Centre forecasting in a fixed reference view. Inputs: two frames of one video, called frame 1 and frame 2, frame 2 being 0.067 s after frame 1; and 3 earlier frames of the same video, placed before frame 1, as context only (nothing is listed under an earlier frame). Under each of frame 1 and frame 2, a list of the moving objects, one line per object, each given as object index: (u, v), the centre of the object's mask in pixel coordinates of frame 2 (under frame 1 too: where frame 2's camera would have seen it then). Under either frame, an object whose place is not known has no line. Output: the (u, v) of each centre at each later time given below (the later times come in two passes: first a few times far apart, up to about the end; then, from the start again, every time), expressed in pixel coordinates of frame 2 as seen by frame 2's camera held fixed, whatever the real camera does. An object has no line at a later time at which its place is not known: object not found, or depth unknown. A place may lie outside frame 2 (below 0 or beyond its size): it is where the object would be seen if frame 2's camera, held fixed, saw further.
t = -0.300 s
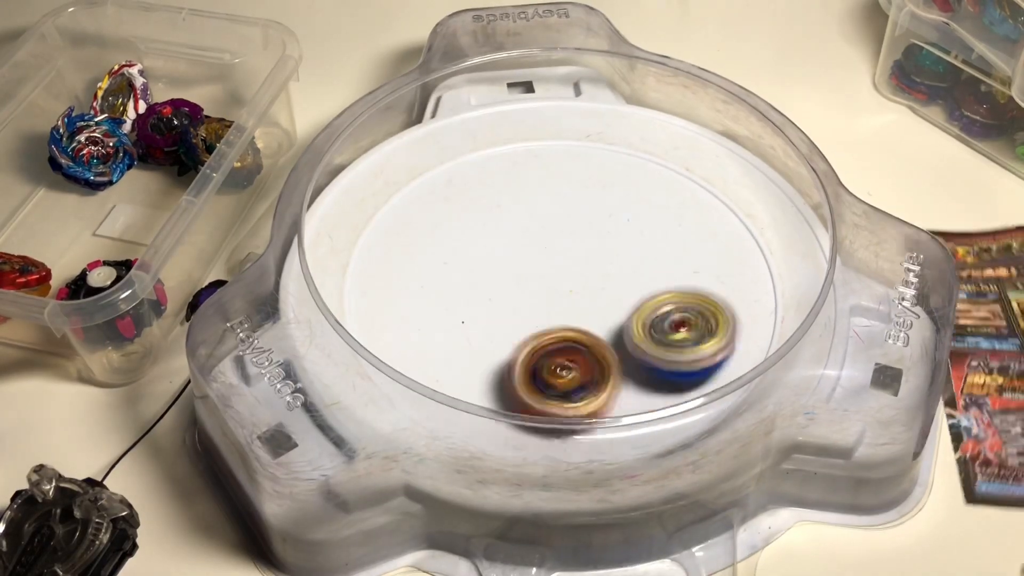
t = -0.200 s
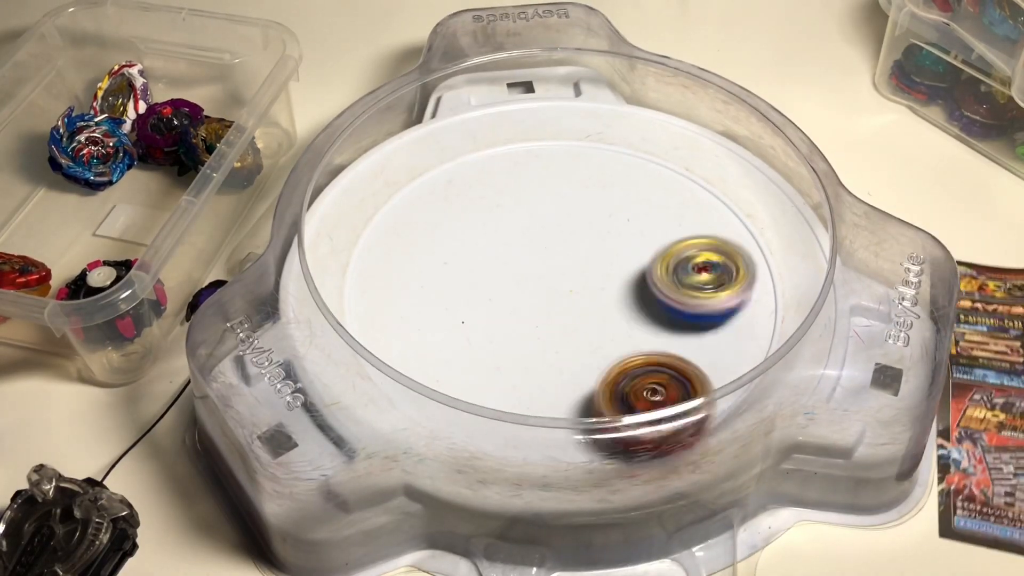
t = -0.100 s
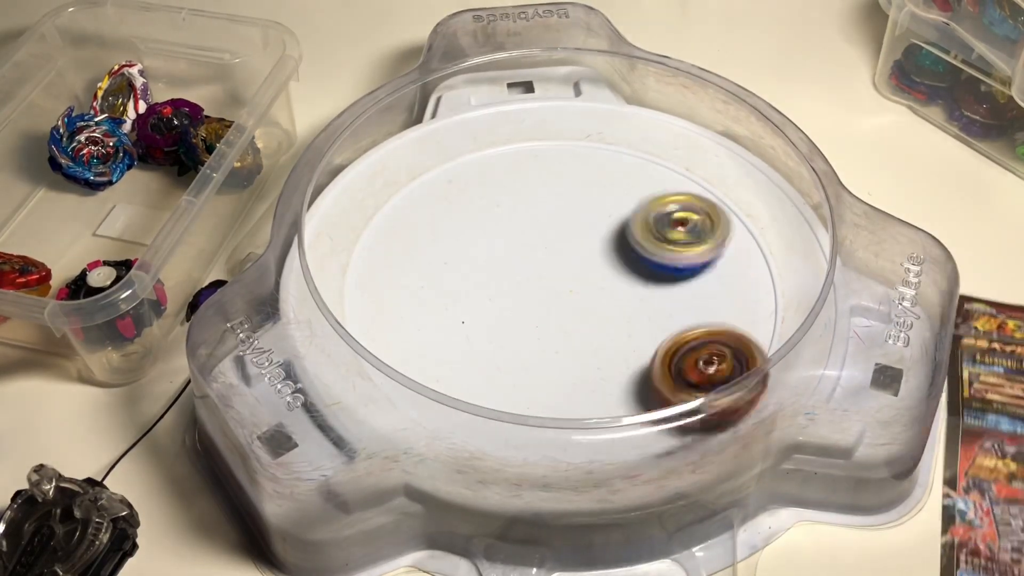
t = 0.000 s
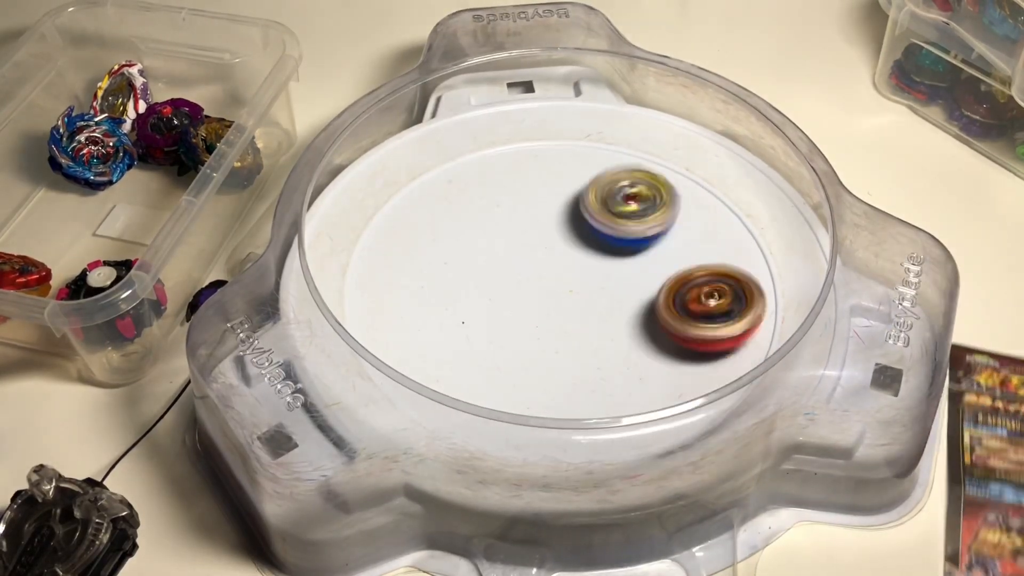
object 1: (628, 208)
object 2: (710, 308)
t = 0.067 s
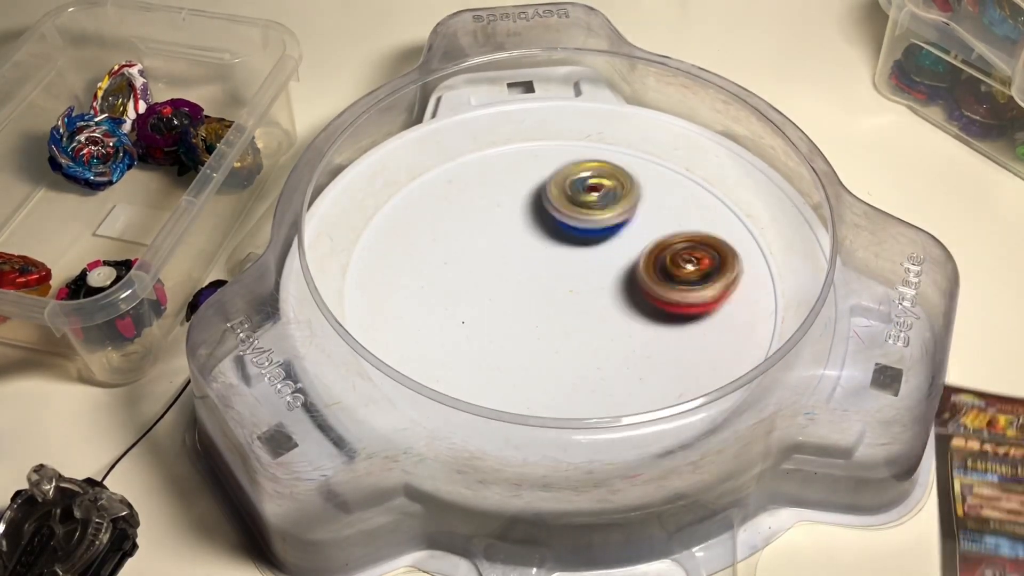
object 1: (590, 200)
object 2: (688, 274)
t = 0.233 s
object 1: (495, 205)
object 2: (582, 243)
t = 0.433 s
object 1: (390, 235)
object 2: (563, 315)
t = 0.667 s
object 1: (408, 328)
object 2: (609, 332)
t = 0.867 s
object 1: (535, 356)
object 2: (607, 301)
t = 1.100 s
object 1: (629, 318)
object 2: (566, 252)
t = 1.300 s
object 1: (635, 243)
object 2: (511, 263)
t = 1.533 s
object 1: (538, 205)
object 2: (527, 291)
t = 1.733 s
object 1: (464, 239)
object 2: (564, 286)
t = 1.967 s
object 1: (499, 312)
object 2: (568, 256)
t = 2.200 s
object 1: (616, 306)
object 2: (545, 246)
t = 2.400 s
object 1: (643, 241)
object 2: (543, 262)
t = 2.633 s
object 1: (567, 197)
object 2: (559, 280)
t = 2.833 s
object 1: (501, 236)
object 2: (586, 289)
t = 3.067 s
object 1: (516, 311)
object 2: (615, 280)
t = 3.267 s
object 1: (566, 343)
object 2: (632, 246)
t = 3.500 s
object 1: (578, 298)
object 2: (595, 215)
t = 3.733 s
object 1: (499, 302)
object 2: (540, 209)
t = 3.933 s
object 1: (506, 321)
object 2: (521, 243)
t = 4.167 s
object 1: (538, 378)
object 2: (568, 255)
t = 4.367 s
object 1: (603, 354)
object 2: (600, 266)
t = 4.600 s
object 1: (580, 307)
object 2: (616, 230)
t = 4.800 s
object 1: (518, 278)
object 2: (599, 219)
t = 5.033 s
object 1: (455, 272)
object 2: (573, 242)
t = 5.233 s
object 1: (470, 284)
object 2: (577, 277)
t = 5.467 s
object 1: (484, 281)
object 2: (598, 307)
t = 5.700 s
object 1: (512, 255)
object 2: (597, 320)
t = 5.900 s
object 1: (540, 222)
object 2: (581, 320)
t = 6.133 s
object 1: (549, 217)
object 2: (555, 306)
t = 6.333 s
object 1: (597, 202)
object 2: (494, 327)
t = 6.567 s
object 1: (643, 208)
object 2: (496, 319)
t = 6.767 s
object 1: (643, 246)
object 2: (515, 294)
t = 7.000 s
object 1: (626, 280)
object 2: (488, 240)
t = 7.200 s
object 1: (588, 278)
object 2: (459, 211)
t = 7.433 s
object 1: (568, 249)
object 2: (475, 213)
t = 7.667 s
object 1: (642, 261)
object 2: (511, 218)
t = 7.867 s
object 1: (655, 268)
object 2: (563, 235)
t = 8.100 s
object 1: (634, 306)
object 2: (571, 248)
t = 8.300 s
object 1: (547, 330)
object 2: (552, 250)
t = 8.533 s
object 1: (451, 304)
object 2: (539, 265)
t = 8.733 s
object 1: (448, 273)
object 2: (545, 283)
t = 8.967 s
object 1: (496, 232)
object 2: (570, 296)
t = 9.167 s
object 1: (529, 200)
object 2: (588, 295)
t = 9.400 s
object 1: (535, 197)
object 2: (594, 282)
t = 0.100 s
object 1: (572, 196)
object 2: (671, 261)
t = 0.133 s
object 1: (551, 196)
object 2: (652, 252)
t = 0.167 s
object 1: (534, 197)
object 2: (629, 245)
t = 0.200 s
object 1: (513, 201)
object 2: (605, 243)
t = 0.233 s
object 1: (495, 205)
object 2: (582, 243)
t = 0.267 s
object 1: (467, 204)
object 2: (578, 254)
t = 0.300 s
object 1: (443, 207)
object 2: (572, 266)
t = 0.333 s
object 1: (429, 211)
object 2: (568, 279)
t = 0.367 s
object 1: (415, 217)
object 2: (562, 292)
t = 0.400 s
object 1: (399, 227)
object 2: (560, 305)
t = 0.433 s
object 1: (390, 235)
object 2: (563, 315)
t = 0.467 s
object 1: (381, 247)
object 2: (568, 323)
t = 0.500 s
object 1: (376, 259)
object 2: (575, 330)
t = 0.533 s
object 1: (372, 273)
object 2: (584, 334)
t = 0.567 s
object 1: (374, 288)
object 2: (592, 336)
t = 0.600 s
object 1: (382, 302)
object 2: (599, 336)
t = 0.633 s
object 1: (395, 316)
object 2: (605, 335)
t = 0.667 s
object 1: (408, 328)
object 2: (609, 332)
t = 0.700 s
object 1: (428, 339)
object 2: (612, 328)
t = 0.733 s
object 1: (447, 348)
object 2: (614, 324)
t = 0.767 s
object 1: (471, 353)
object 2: (614, 319)
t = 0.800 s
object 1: (491, 358)
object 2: (612, 314)
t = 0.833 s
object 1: (514, 359)
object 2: (609, 309)
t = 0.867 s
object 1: (535, 356)
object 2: (607, 301)
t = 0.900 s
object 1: (548, 355)
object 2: (609, 292)
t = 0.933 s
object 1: (563, 351)
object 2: (609, 281)
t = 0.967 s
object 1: (578, 347)
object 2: (605, 272)
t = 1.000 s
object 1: (593, 342)
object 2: (600, 264)
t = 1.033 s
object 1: (606, 336)
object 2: (592, 257)
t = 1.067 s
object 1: (619, 328)
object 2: (581, 254)
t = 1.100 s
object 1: (629, 318)
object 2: (566, 252)
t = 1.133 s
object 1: (639, 306)
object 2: (552, 251)
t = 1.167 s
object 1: (644, 294)
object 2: (539, 250)
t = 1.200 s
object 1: (646, 281)
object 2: (528, 252)
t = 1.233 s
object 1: (645, 268)
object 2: (521, 255)
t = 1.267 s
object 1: (642, 254)
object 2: (514, 258)
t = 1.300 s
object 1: (635, 243)
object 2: (511, 263)
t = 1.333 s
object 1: (624, 234)
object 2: (508, 268)
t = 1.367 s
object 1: (613, 225)
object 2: (508, 273)
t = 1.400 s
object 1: (600, 216)
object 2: (510, 278)
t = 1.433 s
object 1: (587, 210)
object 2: (512, 282)
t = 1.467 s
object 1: (570, 208)
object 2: (517, 286)
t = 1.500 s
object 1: (554, 205)
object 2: (521, 289)
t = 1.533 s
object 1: (538, 205)
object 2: (527, 291)
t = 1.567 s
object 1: (524, 206)
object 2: (532, 291)
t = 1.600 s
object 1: (509, 211)
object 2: (538, 292)
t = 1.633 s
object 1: (496, 218)
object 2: (544, 290)
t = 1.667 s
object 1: (485, 225)
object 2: (551, 290)
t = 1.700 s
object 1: (473, 232)
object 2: (559, 289)
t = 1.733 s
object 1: (464, 239)
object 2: (564, 286)
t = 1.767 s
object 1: (458, 248)
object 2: (568, 282)
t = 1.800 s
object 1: (455, 260)
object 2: (570, 278)
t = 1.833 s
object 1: (455, 272)
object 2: (571, 273)
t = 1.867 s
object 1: (460, 284)
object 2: (571, 269)
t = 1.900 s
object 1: (470, 296)
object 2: (570, 265)
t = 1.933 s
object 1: (483, 305)
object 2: (569, 260)
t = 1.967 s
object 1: (499, 312)
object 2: (568, 256)
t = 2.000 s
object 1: (517, 317)
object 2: (566, 251)
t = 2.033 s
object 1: (533, 321)
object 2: (564, 247)
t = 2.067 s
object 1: (551, 323)
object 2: (561, 243)
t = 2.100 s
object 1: (569, 323)
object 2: (557, 243)
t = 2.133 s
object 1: (586, 320)
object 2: (552, 243)
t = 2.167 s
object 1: (602, 314)
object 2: (548, 244)
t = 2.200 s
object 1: (616, 306)
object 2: (545, 246)
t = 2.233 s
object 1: (626, 299)
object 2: (542, 248)
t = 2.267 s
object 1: (636, 287)
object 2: (541, 251)
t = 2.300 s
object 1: (642, 276)
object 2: (539, 253)
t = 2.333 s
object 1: (646, 265)
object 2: (539, 256)
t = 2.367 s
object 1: (646, 253)
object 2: (540, 258)
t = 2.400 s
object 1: (643, 241)
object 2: (543, 262)
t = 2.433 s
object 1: (638, 231)
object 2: (543, 264)
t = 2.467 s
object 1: (632, 222)
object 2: (545, 267)
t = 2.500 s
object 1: (623, 213)
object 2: (547, 269)
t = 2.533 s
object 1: (610, 206)
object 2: (550, 271)
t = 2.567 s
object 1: (597, 201)
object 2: (552, 273)
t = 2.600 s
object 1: (582, 198)
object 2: (556, 276)
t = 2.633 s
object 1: (567, 197)
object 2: (559, 280)
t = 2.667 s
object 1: (552, 199)
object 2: (562, 282)
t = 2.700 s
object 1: (538, 203)
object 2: (567, 284)
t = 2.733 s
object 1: (526, 209)
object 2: (570, 285)
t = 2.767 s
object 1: (516, 218)
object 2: (575, 286)
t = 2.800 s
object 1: (509, 227)
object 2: (580, 288)
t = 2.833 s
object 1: (501, 236)
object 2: (586, 289)
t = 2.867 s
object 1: (496, 247)
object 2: (590, 290)
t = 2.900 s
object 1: (494, 258)
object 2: (594, 289)
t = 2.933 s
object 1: (495, 269)
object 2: (599, 289)
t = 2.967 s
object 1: (498, 281)
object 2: (604, 287)
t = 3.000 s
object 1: (503, 292)
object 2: (608, 285)
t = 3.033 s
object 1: (509, 302)
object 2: (611, 283)
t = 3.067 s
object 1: (516, 311)
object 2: (615, 280)
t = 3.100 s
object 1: (527, 319)
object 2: (617, 277)
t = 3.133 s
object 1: (540, 323)
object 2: (618, 273)
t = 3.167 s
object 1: (545, 331)
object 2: (623, 267)
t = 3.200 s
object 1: (548, 336)
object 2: (630, 258)
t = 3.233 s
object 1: (556, 341)
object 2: (632, 252)
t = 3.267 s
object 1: (566, 343)
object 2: (632, 246)
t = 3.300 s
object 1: (575, 341)
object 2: (629, 241)
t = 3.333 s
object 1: (583, 339)
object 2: (625, 236)
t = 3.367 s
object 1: (591, 330)
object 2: (620, 233)
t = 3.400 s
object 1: (594, 320)
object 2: (613, 230)
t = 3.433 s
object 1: (593, 309)
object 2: (607, 227)
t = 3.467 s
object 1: (586, 301)
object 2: (601, 224)
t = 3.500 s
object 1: (578, 298)
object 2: (595, 215)
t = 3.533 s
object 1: (568, 296)
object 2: (588, 209)
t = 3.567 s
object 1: (556, 293)
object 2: (581, 206)
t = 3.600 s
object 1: (543, 292)
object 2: (572, 203)
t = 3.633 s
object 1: (530, 292)
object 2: (564, 203)
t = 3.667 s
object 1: (518, 294)
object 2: (556, 204)
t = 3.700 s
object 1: (506, 298)
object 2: (547, 205)
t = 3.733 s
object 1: (499, 302)
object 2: (540, 209)
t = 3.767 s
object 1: (495, 307)
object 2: (534, 214)
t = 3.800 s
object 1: (495, 311)
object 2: (527, 220)
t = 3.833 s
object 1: (495, 313)
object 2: (523, 226)
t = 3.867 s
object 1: (499, 315)
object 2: (521, 233)
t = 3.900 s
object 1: (503, 316)
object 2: (520, 238)
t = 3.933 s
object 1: (506, 321)
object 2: (521, 243)
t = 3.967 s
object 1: (504, 334)
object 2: (530, 244)
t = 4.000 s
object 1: (504, 346)
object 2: (537, 242)
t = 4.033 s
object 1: (508, 354)
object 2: (544, 243)
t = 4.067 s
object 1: (511, 363)
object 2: (551, 247)
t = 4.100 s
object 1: (518, 369)
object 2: (558, 250)
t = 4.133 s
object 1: (528, 374)
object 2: (563, 253)
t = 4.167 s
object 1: (538, 378)
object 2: (568, 255)
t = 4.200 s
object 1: (552, 381)
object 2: (575, 258)
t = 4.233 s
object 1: (566, 380)
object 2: (581, 260)
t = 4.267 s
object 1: (580, 377)
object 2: (586, 263)
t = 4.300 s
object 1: (590, 372)
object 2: (591, 264)
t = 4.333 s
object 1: (597, 365)
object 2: (596, 265)
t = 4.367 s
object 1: (603, 354)
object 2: (600, 266)
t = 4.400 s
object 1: (606, 344)
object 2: (604, 263)
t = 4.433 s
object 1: (604, 340)
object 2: (609, 258)
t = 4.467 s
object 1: (602, 338)
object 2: (613, 250)
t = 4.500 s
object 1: (599, 332)
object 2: (617, 244)
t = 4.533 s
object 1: (596, 324)
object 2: (619, 238)
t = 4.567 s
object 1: (588, 314)
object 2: (618, 234)
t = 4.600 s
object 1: (580, 307)
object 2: (616, 230)
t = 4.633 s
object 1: (573, 299)
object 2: (614, 228)
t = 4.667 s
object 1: (561, 294)
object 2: (612, 225)
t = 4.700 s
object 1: (551, 289)
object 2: (611, 222)
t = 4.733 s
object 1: (539, 285)
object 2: (608, 220)
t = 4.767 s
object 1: (529, 281)
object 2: (603, 219)
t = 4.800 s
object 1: (518, 278)
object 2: (599, 219)
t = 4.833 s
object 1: (507, 275)
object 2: (596, 219)
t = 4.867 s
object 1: (496, 271)
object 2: (592, 221)
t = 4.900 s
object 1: (484, 270)
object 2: (587, 224)
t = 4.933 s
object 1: (475, 268)
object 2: (584, 228)
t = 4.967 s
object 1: (466, 268)
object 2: (580, 232)
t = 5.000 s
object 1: (460, 268)
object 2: (576, 237)
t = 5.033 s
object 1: (455, 272)
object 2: (573, 242)
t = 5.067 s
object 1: (457, 273)
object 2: (572, 248)
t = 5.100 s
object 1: (459, 276)
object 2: (570, 253)
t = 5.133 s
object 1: (464, 279)
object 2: (570, 260)
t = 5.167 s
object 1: (470, 281)
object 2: (569, 266)
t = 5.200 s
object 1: (473, 282)
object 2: (573, 271)
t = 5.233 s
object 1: (470, 284)
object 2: (577, 277)
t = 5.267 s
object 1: (471, 285)
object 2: (581, 283)
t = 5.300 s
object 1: (472, 287)
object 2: (584, 288)
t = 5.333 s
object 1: (476, 288)
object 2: (586, 293)
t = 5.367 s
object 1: (480, 289)
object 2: (587, 298)
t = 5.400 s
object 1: (486, 287)
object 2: (591, 302)
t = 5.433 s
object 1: (486, 285)
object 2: (596, 304)
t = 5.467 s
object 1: (484, 281)
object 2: (598, 307)
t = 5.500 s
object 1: (485, 278)
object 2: (600, 309)
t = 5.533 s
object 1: (487, 276)
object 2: (600, 312)
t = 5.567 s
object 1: (491, 273)
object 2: (601, 314)
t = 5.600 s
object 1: (496, 270)
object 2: (601, 316)
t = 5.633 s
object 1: (502, 265)
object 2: (600, 317)
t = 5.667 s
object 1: (507, 261)
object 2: (599, 319)
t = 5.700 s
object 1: (512, 255)
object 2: (597, 320)
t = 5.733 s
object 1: (519, 249)
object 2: (595, 321)
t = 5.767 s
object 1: (524, 243)
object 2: (593, 321)
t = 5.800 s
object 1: (528, 238)
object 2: (590, 321)
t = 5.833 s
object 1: (532, 233)
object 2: (587, 321)
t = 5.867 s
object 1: (536, 227)
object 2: (584, 321)
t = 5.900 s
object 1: (540, 222)
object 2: (581, 320)
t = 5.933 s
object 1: (541, 217)
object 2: (578, 319)
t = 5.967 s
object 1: (544, 214)
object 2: (575, 318)
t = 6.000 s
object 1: (544, 213)
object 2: (572, 316)
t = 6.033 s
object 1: (544, 213)
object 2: (568, 314)
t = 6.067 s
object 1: (546, 213)
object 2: (564, 312)
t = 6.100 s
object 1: (547, 214)
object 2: (559, 309)
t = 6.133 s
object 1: (549, 217)
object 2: (555, 306)
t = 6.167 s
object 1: (552, 219)
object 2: (550, 303)
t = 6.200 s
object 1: (563, 219)
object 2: (538, 307)
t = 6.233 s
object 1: (576, 211)
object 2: (520, 316)
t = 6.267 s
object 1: (588, 208)
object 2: (508, 322)
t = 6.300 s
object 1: (593, 205)
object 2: (499, 325)
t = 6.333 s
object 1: (597, 202)
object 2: (494, 327)
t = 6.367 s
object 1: (604, 198)
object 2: (490, 327)
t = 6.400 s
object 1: (611, 197)
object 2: (489, 327)
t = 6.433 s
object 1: (619, 197)
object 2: (489, 326)
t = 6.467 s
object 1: (625, 198)
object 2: (490, 326)
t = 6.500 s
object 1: (632, 201)
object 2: (492, 324)
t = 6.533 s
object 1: (637, 204)
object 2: (494, 322)
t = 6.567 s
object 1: (643, 208)
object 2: (496, 319)
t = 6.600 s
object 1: (647, 214)
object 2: (499, 316)
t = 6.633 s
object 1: (649, 221)
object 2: (502, 312)
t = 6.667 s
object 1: (650, 226)
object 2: (505, 308)
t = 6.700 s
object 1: (648, 234)
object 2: (508, 304)
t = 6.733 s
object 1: (646, 241)
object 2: (511, 299)
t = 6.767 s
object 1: (643, 246)
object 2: (515, 294)
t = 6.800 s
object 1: (640, 252)
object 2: (518, 288)
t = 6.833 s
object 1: (636, 257)
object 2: (521, 282)
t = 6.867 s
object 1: (630, 261)
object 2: (525, 276)
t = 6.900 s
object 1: (626, 268)
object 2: (522, 267)
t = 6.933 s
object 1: (631, 271)
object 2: (508, 257)
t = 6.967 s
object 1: (630, 278)
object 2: (497, 248)
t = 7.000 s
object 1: (626, 280)
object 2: (488, 240)
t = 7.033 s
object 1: (618, 282)
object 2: (480, 232)
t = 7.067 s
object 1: (609, 284)
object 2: (473, 226)
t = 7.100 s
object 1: (602, 283)
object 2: (468, 221)
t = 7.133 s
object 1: (598, 282)
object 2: (464, 216)
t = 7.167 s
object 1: (593, 280)
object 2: (461, 213)
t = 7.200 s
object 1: (588, 278)
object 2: (459, 211)
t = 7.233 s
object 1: (583, 274)
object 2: (458, 209)
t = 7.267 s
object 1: (579, 271)
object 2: (458, 209)
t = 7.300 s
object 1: (574, 267)
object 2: (459, 208)
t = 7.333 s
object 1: (571, 263)
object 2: (460, 208)
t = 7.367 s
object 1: (569, 258)
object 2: (464, 209)
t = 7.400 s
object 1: (567, 254)
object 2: (469, 211)
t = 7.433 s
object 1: (568, 249)
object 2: (475, 213)
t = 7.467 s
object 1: (573, 250)
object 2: (479, 213)
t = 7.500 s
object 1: (586, 255)
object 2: (477, 208)
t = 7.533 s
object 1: (601, 260)
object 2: (480, 205)
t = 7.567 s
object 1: (614, 263)
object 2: (486, 206)
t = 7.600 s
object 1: (626, 263)
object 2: (493, 208)
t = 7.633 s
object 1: (635, 262)
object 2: (501, 213)
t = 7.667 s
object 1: (642, 261)
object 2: (511, 218)
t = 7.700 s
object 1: (646, 261)
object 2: (522, 223)
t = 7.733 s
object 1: (649, 260)
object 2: (533, 226)
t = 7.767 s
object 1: (649, 261)
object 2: (544, 230)
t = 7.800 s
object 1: (649, 260)
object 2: (555, 233)
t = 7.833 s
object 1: (652, 263)
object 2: (561, 235)
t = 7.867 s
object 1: (655, 268)
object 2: (563, 235)
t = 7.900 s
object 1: (657, 271)
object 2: (566, 236)
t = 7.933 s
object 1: (655, 276)
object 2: (569, 239)
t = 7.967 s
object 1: (651, 283)
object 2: (571, 241)
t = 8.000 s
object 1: (652, 289)
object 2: (572, 242)
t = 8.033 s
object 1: (648, 294)
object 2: (572, 244)
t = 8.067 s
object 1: (641, 301)
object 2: (572, 246)
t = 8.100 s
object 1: (634, 306)
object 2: (571, 248)
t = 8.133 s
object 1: (623, 312)
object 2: (569, 249)
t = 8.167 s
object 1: (608, 322)
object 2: (565, 248)
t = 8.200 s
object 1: (597, 326)
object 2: (562, 248)
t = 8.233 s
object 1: (581, 329)
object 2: (559, 248)
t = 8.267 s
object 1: (565, 330)
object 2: (555, 248)
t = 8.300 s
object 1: (547, 330)
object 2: (552, 250)
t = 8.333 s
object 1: (530, 330)
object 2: (549, 251)
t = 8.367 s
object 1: (511, 328)
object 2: (547, 253)
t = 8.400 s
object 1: (496, 326)
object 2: (545, 254)
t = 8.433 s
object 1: (482, 322)
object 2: (542, 257)
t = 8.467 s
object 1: (469, 316)
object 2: (541, 259)
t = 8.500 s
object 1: (459, 310)
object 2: (539, 262)
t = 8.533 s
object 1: (451, 304)
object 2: (539, 265)
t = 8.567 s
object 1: (445, 299)
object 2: (538, 268)
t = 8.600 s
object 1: (442, 294)
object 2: (538, 271)
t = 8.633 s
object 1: (441, 288)
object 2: (538, 275)
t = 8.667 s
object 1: (442, 283)
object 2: (540, 278)
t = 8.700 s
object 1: (443, 277)
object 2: (542, 280)
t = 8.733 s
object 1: (448, 273)
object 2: (545, 283)
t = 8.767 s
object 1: (453, 267)
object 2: (548, 286)
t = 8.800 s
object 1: (458, 261)
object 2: (552, 288)
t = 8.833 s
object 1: (464, 254)
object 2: (555, 290)
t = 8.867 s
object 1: (472, 249)
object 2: (559, 292)
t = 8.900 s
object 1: (480, 243)
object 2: (562, 294)
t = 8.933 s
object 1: (489, 238)
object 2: (566, 296)
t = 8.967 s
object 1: (496, 232)
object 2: (570, 296)
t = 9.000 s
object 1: (504, 225)
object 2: (573, 297)
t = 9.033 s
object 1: (510, 219)
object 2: (577, 297)
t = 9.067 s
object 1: (514, 212)
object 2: (580, 298)
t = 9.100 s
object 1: (520, 207)
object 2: (584, 297)
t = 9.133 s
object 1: (525, 203)
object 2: (586, 296)
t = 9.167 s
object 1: (529, 200)
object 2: (588, 295)
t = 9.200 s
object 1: (533, 197)
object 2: (591, 294)
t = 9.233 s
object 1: (535, 197)
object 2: (593, 293)
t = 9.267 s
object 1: (537, 196)
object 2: (594, 290)
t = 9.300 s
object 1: (537, 196)
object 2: (594, 289)
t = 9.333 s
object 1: (537, 196)
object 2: (595, 287)
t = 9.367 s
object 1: (537, 197)
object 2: (595, 285)
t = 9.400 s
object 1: (535, 197)
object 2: (594, 282)
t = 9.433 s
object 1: (534, 198)
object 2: (592, 280)
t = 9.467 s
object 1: (533, 199)
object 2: (590, 278)
